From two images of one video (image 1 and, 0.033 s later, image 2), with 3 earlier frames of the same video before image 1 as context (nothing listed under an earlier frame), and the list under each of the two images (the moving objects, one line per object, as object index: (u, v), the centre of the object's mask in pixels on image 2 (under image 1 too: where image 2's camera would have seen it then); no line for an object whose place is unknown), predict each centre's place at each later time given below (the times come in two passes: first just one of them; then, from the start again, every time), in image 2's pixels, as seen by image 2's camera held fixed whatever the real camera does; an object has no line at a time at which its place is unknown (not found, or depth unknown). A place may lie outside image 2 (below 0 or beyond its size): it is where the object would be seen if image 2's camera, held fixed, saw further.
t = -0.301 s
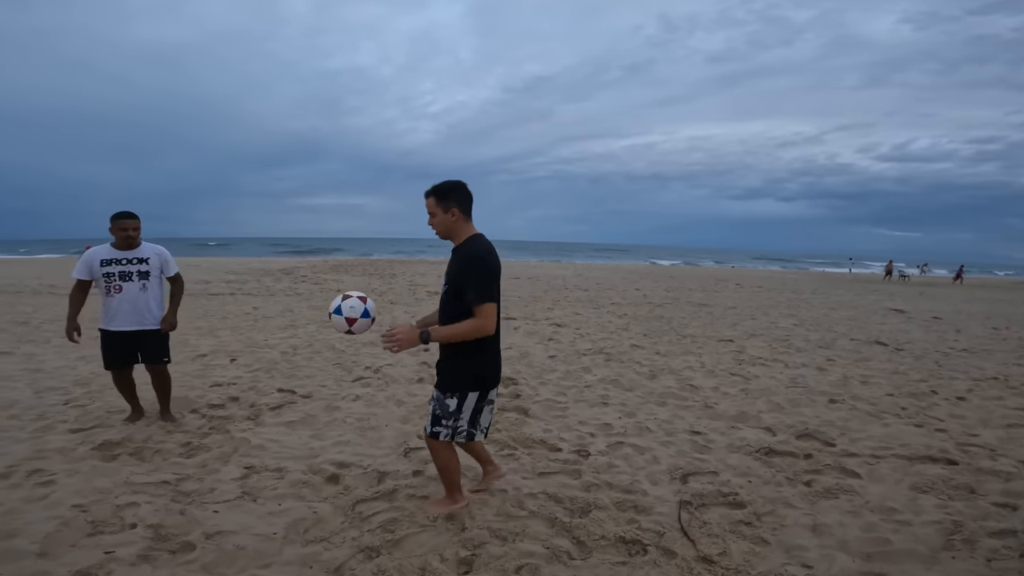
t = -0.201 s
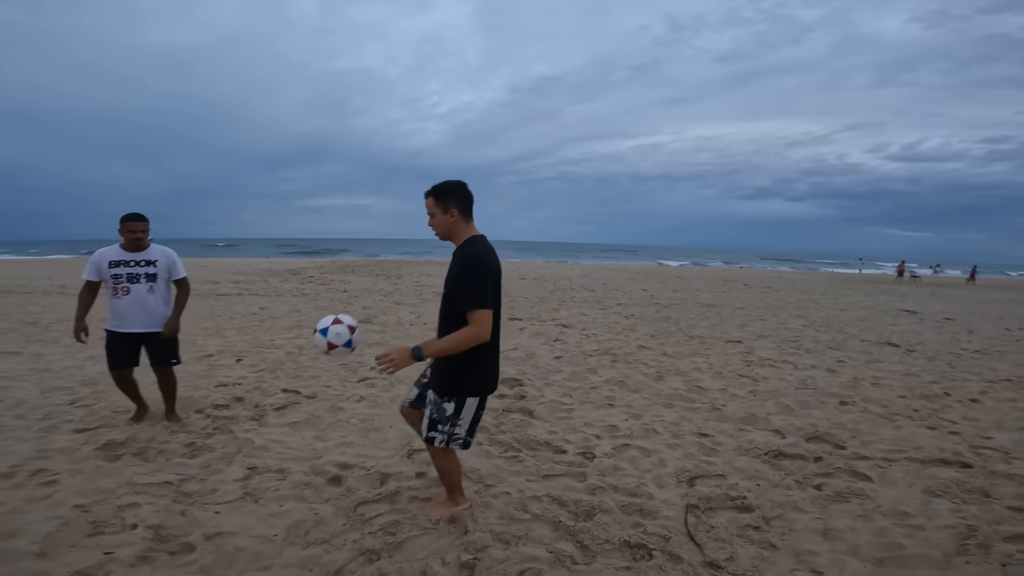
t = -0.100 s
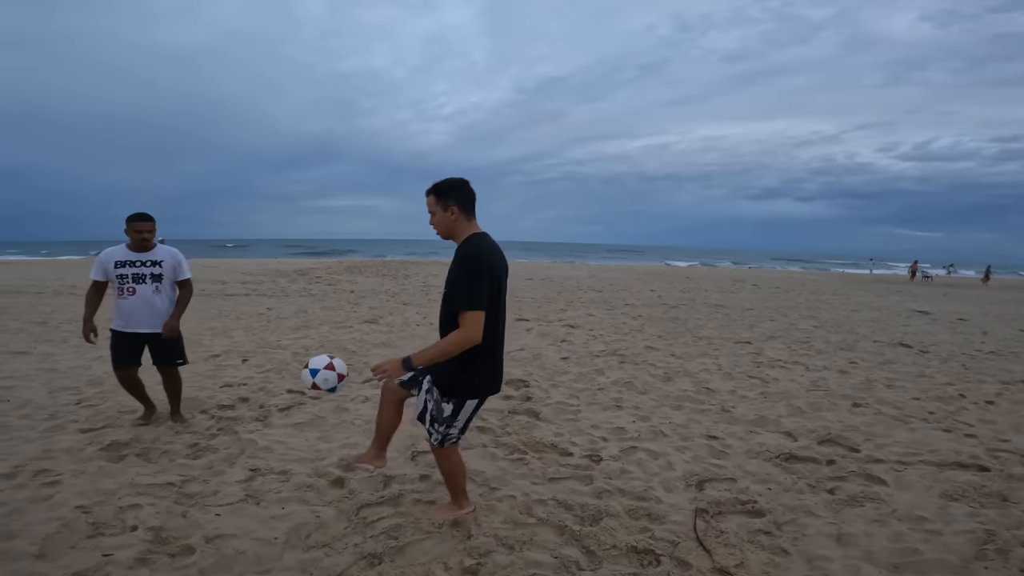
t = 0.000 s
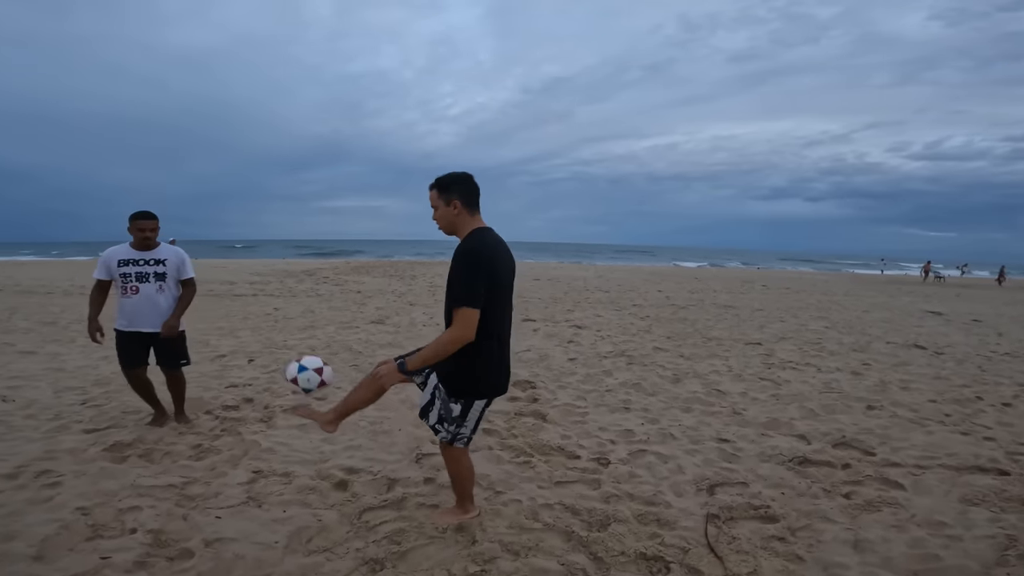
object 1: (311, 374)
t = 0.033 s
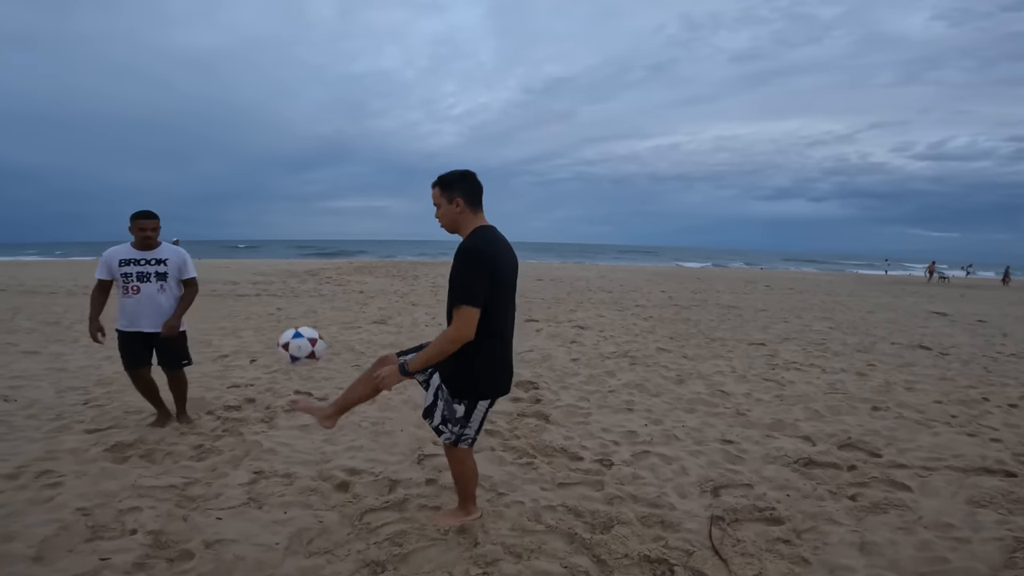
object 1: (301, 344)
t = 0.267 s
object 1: (254, 205)
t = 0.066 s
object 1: (293, 319)
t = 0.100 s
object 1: (284, 293)
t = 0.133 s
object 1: (276, 270)
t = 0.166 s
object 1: (269, 250)
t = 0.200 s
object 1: (264, 232)
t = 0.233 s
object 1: (259, 217)
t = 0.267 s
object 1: (254, 205)
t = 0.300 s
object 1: (249, 195)
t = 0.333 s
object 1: (245, 187)
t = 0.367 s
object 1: (240, 180)
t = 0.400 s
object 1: (236, 176)
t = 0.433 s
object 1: (232, 173)
